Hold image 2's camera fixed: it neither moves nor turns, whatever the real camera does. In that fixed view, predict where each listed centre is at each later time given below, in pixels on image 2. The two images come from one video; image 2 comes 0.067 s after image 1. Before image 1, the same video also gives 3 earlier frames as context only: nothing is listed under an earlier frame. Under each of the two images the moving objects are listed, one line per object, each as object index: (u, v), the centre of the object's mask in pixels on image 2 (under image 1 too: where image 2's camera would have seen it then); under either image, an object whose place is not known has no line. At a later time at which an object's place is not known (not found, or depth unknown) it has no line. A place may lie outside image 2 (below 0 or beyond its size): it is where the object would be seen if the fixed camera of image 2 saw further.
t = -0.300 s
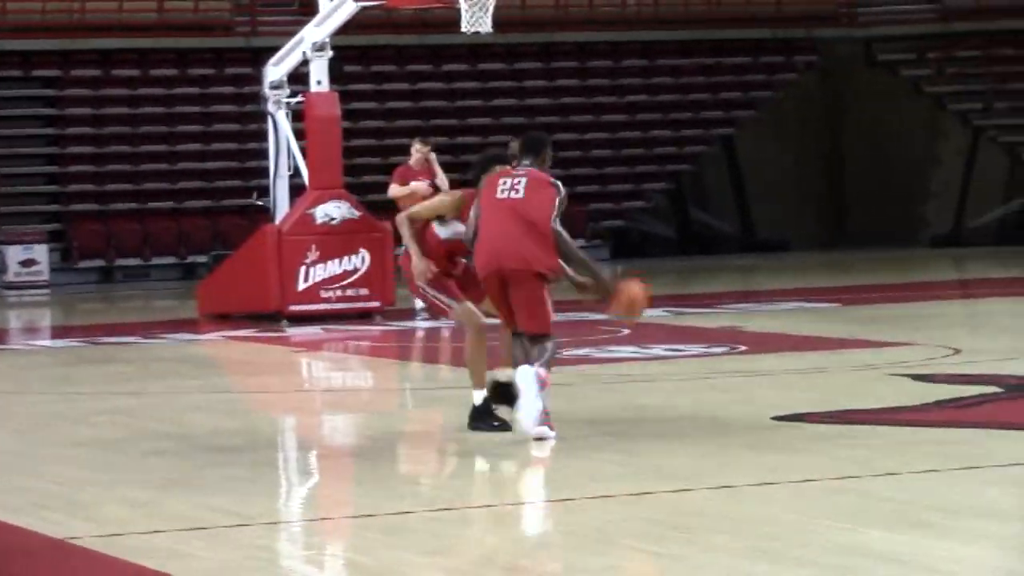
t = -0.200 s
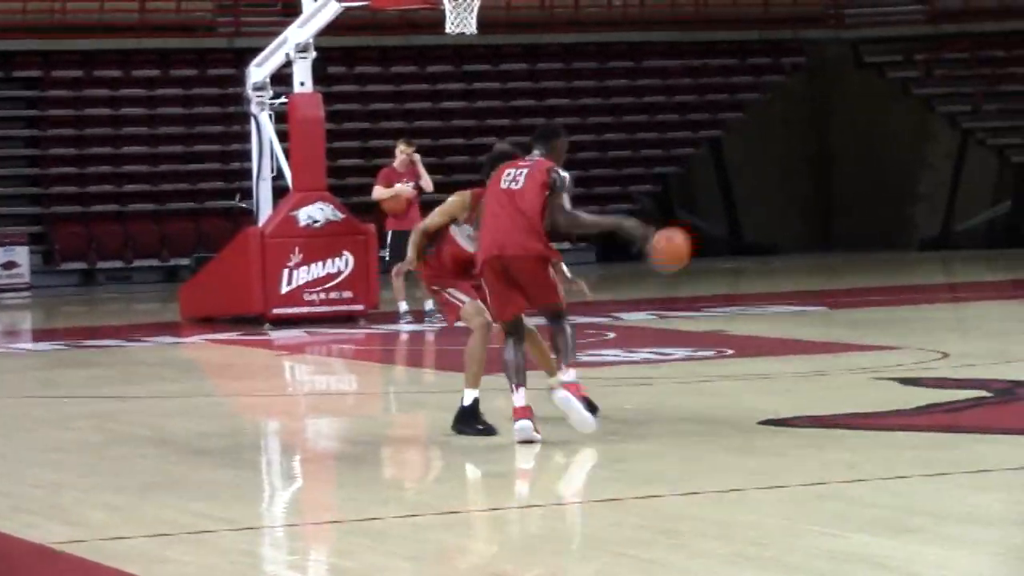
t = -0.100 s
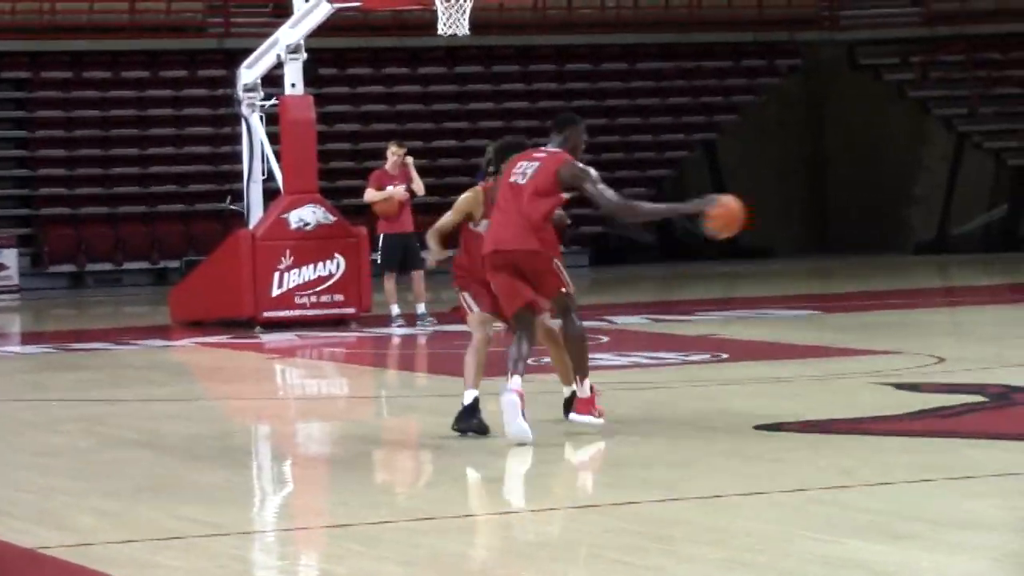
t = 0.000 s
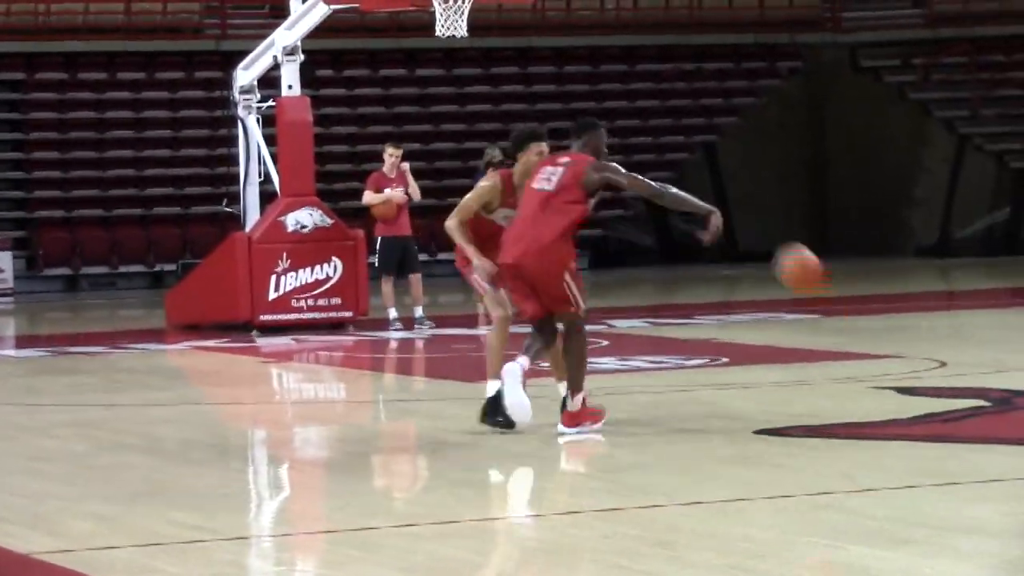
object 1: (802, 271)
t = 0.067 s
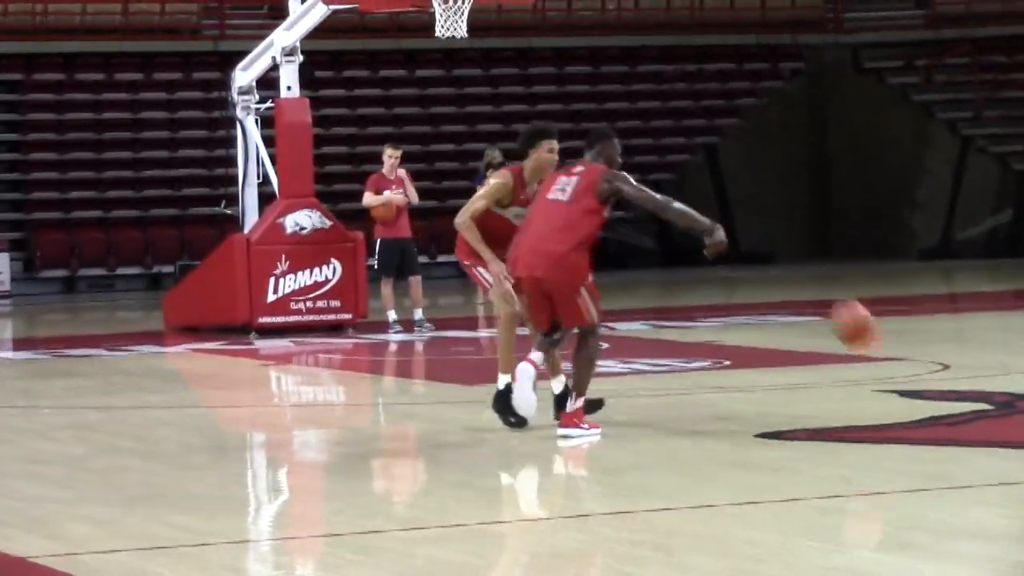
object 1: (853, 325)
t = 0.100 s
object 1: (881, 357)
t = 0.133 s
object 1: (905, 389)
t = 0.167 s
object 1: (924, 398)
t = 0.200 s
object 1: (934, 366)
